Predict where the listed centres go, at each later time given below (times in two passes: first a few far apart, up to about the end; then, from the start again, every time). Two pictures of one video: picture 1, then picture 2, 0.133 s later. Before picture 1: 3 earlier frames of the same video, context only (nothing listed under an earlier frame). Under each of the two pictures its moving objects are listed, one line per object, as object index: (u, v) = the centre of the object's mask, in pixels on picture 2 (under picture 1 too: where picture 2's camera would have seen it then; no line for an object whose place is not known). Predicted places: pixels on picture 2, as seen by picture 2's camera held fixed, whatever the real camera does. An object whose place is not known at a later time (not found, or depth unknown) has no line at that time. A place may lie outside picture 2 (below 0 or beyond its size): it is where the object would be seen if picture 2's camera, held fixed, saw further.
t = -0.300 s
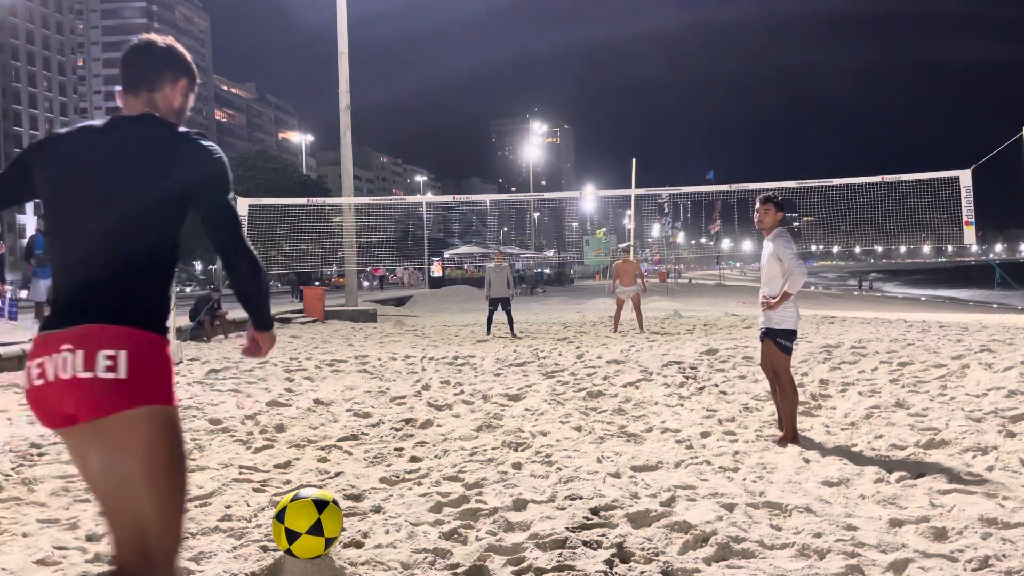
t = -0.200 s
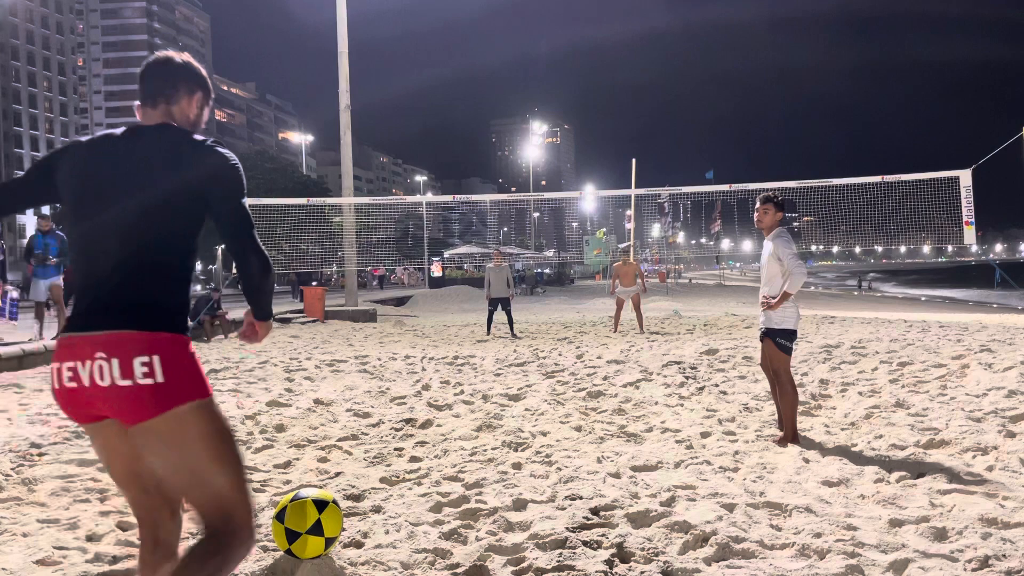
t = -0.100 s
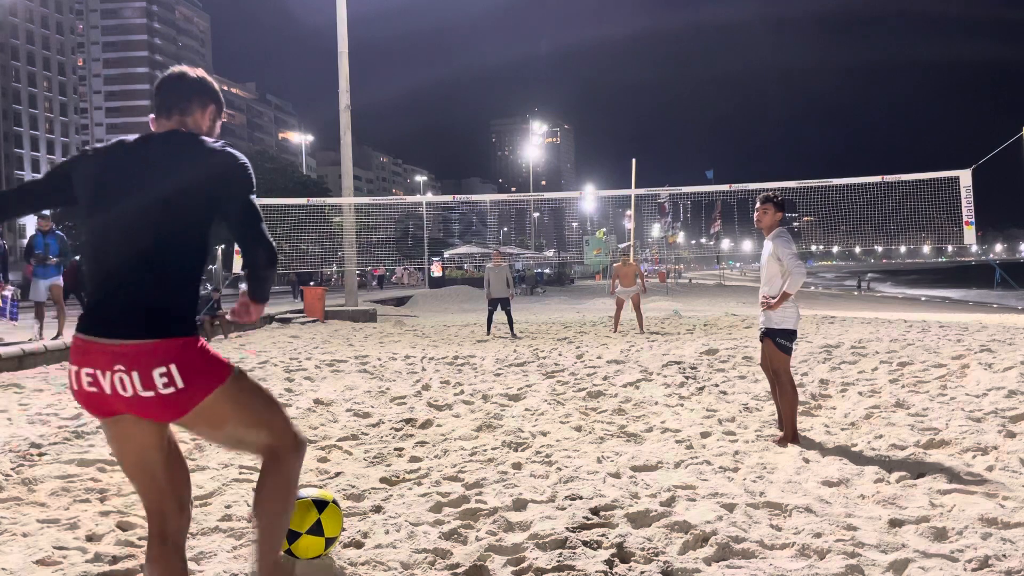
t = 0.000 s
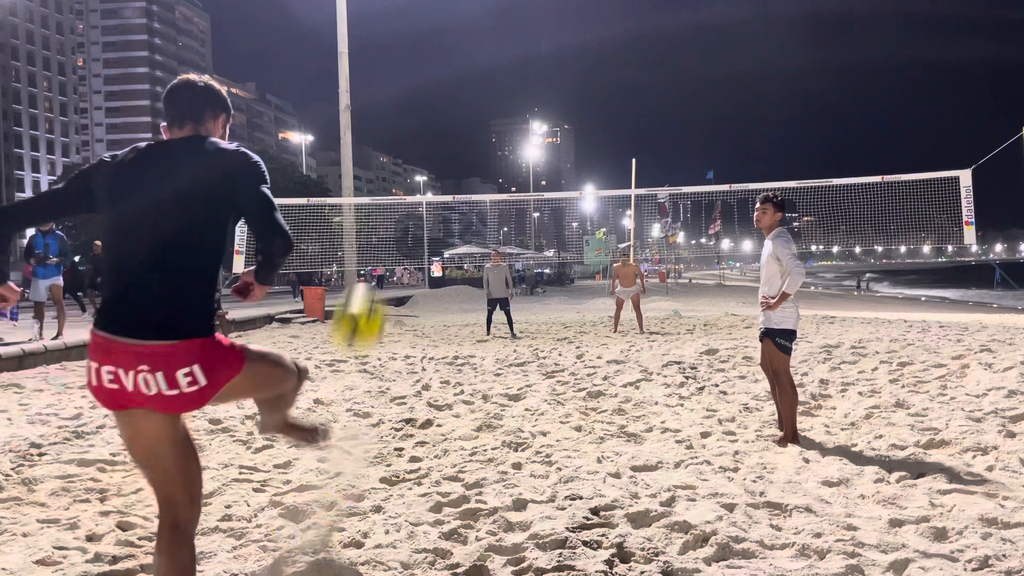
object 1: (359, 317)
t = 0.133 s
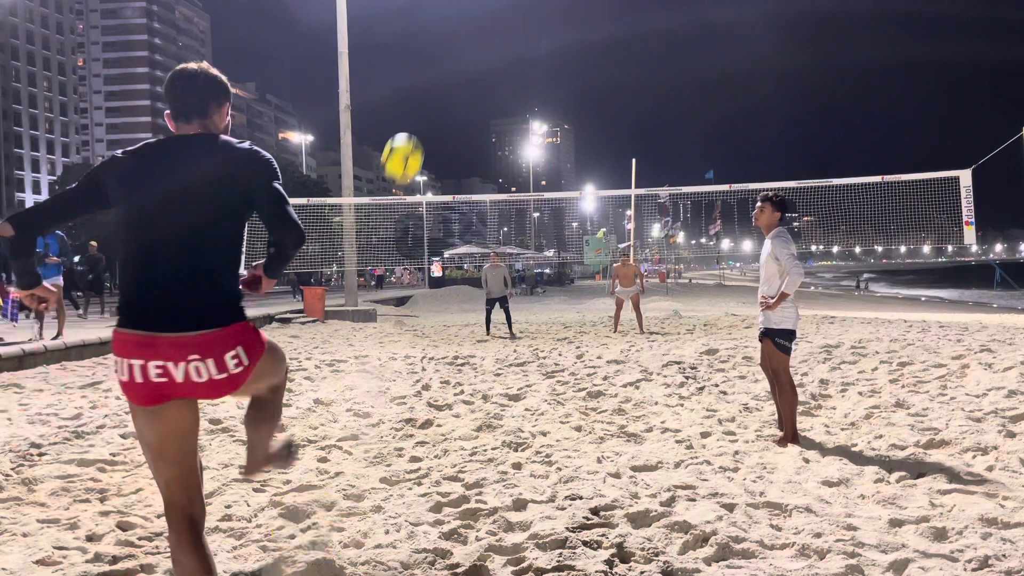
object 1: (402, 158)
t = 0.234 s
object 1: (421, 100)
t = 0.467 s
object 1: (445, 61)
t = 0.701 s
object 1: (458, 90)
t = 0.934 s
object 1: (465, 149)
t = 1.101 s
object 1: (471, 200)
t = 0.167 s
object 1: (409, 135)
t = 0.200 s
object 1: (415, 116)
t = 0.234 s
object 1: (421, 100)
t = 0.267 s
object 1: (425, 88)
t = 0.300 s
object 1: (430, 78)
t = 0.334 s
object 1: (433, 71)
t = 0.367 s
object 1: (437, 66)
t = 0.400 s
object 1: (440, 63)
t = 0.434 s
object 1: (442, 61)
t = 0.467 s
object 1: (445, 61)
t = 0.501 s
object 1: (447, 62)
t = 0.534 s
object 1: (450, 65)
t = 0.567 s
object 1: (451, 68)
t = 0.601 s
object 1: (453, 72)
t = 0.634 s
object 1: (455, 77)
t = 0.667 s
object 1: (457, 83)
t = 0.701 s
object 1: (458, 90)
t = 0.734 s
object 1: (459, 97)
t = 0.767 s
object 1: (460, 104)
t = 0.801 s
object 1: (462, 112)
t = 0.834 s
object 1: (463, 121)
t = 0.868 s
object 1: (464, 130)
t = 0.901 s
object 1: (464, 139)
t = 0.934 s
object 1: (465, 149)
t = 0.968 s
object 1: (466, 159)
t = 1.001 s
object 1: (467, 169)
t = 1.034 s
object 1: (468, 179)
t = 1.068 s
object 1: (469, 188)
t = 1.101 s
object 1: (471, 200)
